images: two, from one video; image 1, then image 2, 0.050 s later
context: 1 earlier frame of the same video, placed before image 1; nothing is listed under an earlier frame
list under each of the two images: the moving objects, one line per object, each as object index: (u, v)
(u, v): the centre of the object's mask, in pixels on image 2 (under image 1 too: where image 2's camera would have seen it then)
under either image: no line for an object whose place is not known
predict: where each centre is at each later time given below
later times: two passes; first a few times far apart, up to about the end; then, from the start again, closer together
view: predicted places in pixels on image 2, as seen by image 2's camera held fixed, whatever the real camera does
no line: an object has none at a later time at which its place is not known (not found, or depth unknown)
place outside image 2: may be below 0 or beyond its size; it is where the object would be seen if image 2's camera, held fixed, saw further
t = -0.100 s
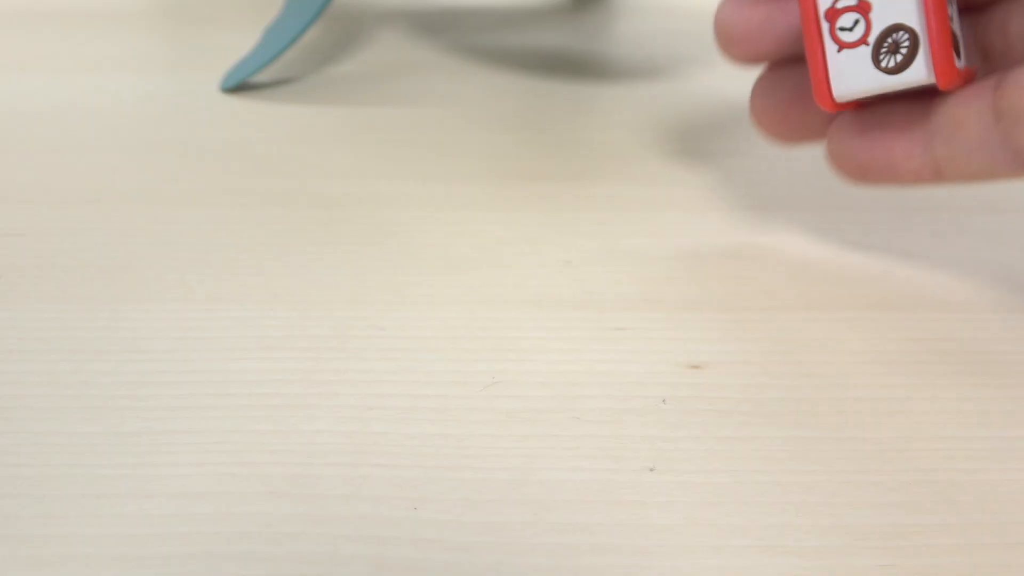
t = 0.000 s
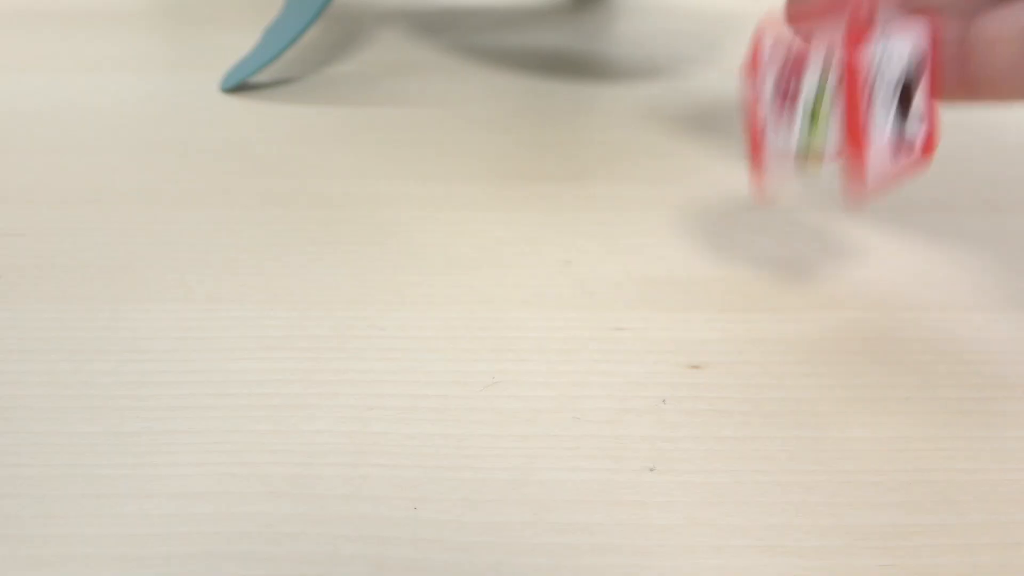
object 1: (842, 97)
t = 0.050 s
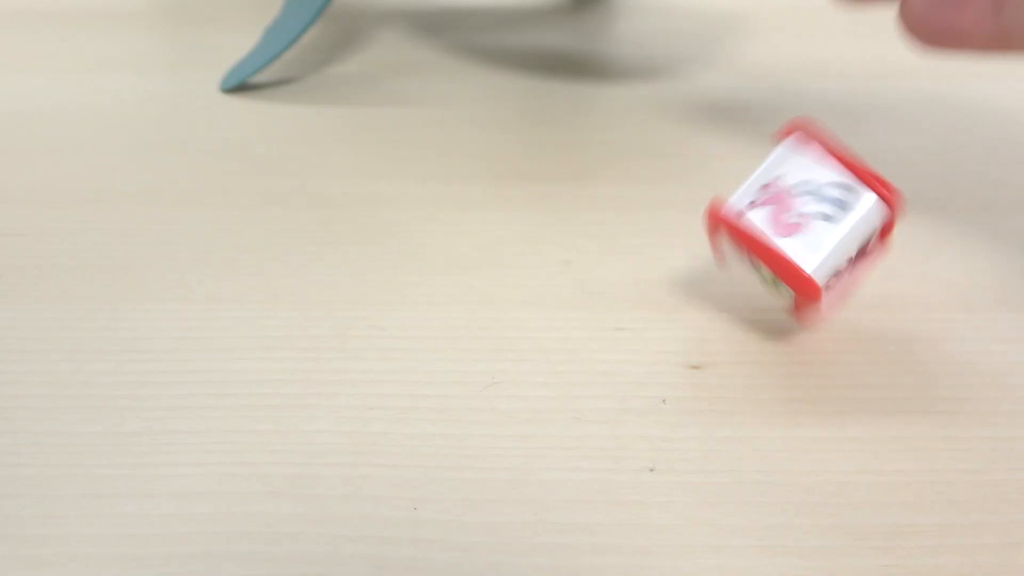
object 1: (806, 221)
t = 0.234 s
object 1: (830, 377)
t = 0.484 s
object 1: (868, 516)
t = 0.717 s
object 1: (868, 524)
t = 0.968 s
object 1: (867, 523)
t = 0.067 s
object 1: (808, 208)
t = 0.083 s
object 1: (808, 212)
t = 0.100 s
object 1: (805, 229)
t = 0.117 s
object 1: (802, 262)
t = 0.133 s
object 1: (802, 309)
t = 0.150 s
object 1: (805, 311)
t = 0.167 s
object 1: (812, 309)
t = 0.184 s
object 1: (818, 319)
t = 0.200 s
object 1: (827, 346)
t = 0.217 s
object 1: (830, 354)
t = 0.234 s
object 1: (830, 377)
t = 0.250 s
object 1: (839, 397)
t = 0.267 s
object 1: (851, 423)
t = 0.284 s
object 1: (854, 443)
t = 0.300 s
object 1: (856, 462)
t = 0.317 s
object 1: (857, 468)
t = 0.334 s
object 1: (859, 472)
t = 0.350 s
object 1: (863, 480)
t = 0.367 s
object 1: (865, 484)
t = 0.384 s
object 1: (865, 492)
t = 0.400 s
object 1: (865, 500)
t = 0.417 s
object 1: (869, 507)
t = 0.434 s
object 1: (872, 508)
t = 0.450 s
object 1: (871, 512)
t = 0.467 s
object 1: (870, 515)
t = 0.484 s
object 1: (868, 516)
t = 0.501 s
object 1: (868, 519)
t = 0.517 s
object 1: (868, 520)
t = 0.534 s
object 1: (868, 521)
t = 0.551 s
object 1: (868, 522)
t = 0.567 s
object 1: (868, 523)
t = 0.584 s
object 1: (868, 523)
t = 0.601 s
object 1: (868, 524)
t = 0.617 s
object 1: (868, 524)
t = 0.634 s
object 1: (868, 524)
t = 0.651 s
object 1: (868, 524)
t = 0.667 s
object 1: (868, 524)
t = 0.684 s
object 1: (868, 524)
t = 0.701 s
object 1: (868, 524)
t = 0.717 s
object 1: (868, 524)
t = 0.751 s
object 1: (868, 524)
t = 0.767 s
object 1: (868, 524)
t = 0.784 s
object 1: (867, 523)
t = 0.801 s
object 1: (867, 523)
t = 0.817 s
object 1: (867, 523)
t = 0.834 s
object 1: (867, 523)
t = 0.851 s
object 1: (867, 523)
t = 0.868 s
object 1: (867, 523)
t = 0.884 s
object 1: (867, 523)
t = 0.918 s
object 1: (867, 523)
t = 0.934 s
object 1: (867, 523)
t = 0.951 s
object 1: (867, 523)
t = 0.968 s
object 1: (867, 523)
